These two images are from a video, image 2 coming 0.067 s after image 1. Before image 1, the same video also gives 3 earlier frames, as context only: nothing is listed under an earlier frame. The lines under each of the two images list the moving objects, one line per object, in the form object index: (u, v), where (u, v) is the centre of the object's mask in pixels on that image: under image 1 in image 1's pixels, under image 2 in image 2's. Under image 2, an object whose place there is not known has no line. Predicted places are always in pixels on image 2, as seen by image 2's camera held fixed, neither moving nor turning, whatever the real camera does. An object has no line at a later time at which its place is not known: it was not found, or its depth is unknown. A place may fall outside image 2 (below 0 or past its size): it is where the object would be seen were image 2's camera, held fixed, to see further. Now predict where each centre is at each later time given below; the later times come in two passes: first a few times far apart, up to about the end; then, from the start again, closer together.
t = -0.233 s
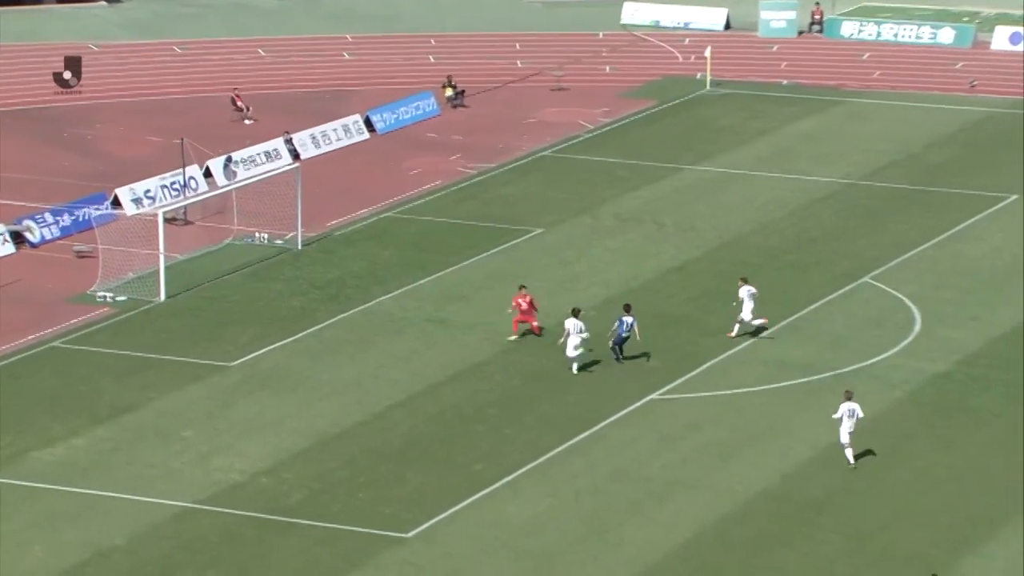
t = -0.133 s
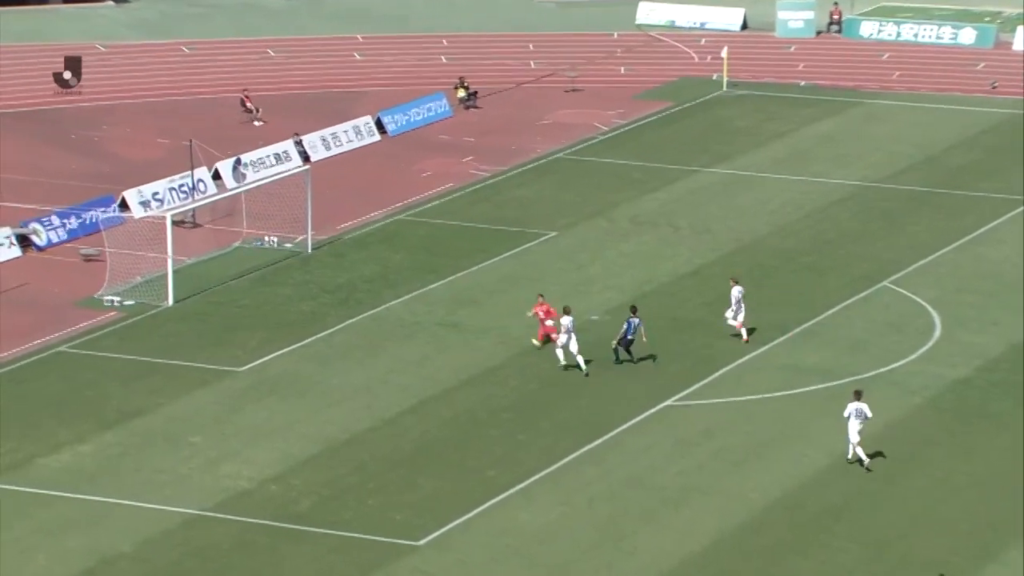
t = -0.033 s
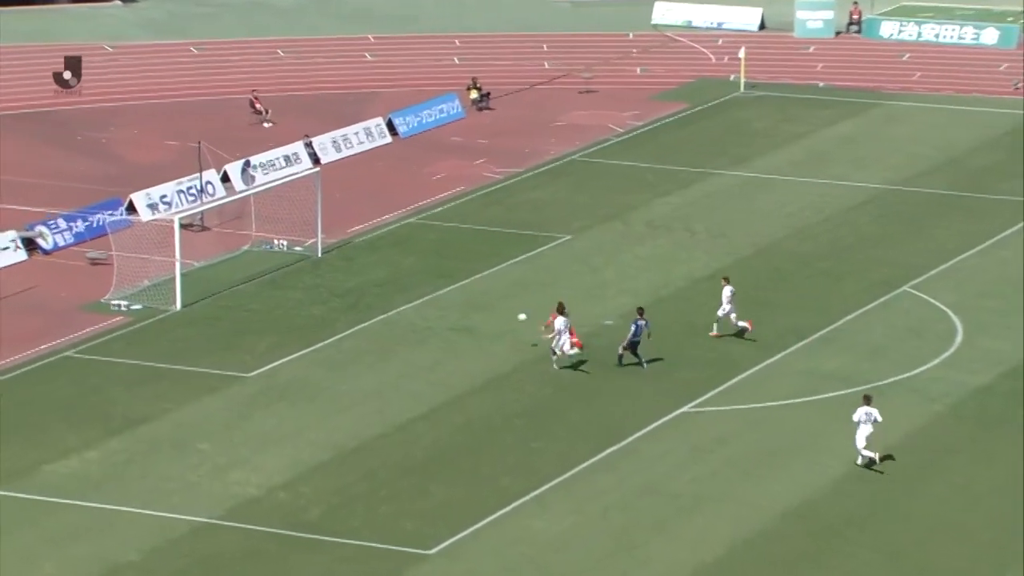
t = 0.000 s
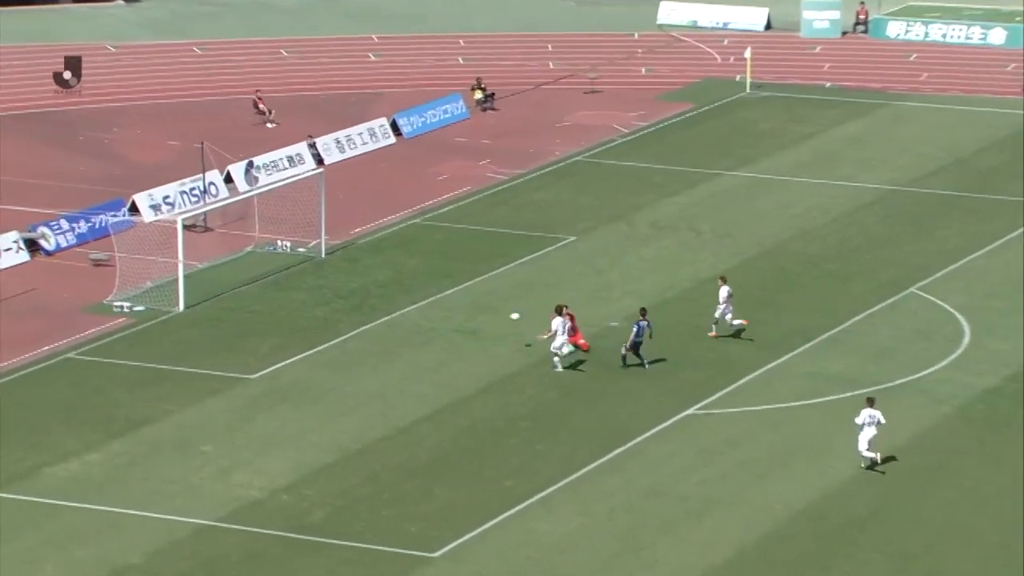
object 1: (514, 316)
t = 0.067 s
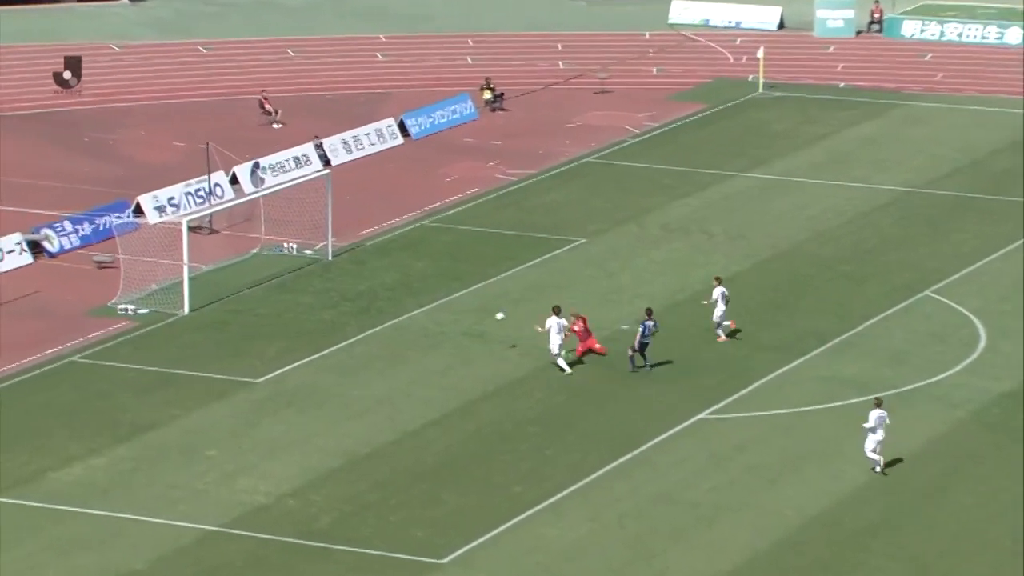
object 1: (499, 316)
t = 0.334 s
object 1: (405, 319)
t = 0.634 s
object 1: (317, 324)
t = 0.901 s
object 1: (262, 321)
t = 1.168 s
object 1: (218, 319)
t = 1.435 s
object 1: (178, 314)
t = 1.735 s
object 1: (136, 310)
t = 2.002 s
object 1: (101, 306)
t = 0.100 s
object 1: (488, 315)
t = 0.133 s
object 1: (475, 314)
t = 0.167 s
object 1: (465, 314)
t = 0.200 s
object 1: (453, 315)
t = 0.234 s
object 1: (441, 315)
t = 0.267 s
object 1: (429, 315)
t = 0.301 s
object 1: (417, 317)
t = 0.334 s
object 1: (405, 319)
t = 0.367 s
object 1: (394, 321)
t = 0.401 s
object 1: (382, 323)
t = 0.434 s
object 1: (371, 327)
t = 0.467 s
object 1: (359, 330)
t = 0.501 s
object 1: (347, 335)
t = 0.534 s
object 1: (339, 334)
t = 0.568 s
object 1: (331, 330)
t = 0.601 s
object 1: (324, 327)
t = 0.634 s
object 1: (317, 324)
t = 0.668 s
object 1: (310, 322)
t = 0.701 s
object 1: (303, 321)
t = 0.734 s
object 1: (296, 320)
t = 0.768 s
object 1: (289, 319)
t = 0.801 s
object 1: (282, 319)
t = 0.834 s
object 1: (276, 319)
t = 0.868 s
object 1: (269, 320)
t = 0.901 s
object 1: (262, 321)
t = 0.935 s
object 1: (256, 323)
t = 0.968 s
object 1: (249, 324)
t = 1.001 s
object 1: (244, 322)
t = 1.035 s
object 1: (239, 321)
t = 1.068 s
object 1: (234, 320)
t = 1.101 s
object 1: (228, 319)
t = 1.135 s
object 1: (223, 318)
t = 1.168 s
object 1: (218, 319)
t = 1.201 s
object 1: (213, 319)
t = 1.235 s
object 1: (208, 318)
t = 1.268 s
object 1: (203, 317)
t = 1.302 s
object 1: (197, 316)
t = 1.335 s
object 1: (192, 316)
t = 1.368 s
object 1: (187, 316)
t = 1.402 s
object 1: (182, 316)
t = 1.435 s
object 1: (178, 314)
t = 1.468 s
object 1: (173, 313)
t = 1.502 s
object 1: (168, 313)
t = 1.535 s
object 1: (164, 312)
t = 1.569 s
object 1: (159, 312)
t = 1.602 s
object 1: (154, 312)
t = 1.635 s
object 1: (149, 311)
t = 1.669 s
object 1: (146, 311)
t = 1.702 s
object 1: (140, 311)
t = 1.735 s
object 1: (136, 310)
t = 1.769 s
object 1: (131, 308)
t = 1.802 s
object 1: (127, 306)
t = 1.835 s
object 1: (122, 307)
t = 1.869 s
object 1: (117, 307)
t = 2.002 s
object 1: (101, 306)
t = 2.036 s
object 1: (97, 306)
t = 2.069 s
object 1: (92, 306)
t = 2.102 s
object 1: (88, 306)
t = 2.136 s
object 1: (84, 306)
